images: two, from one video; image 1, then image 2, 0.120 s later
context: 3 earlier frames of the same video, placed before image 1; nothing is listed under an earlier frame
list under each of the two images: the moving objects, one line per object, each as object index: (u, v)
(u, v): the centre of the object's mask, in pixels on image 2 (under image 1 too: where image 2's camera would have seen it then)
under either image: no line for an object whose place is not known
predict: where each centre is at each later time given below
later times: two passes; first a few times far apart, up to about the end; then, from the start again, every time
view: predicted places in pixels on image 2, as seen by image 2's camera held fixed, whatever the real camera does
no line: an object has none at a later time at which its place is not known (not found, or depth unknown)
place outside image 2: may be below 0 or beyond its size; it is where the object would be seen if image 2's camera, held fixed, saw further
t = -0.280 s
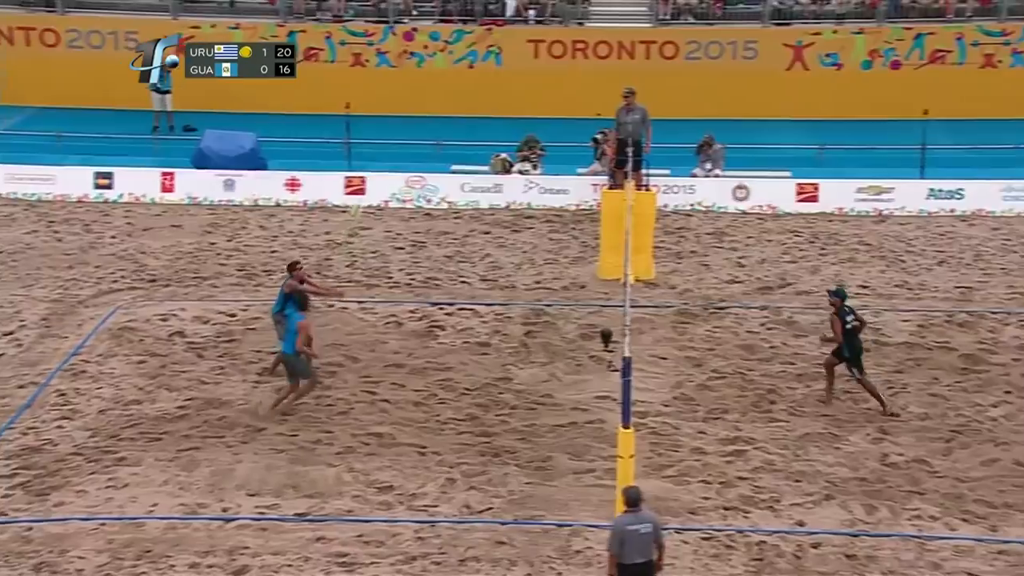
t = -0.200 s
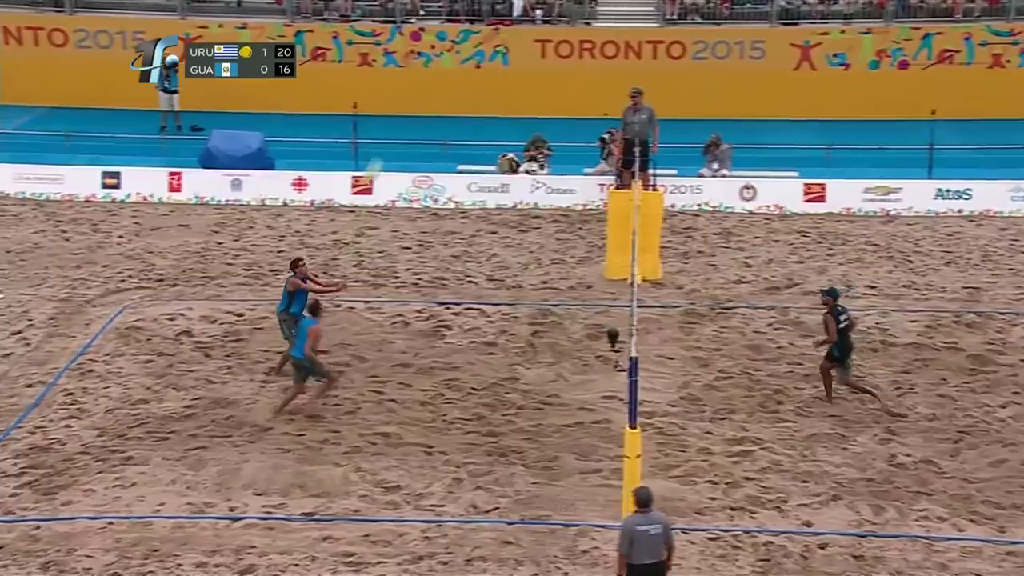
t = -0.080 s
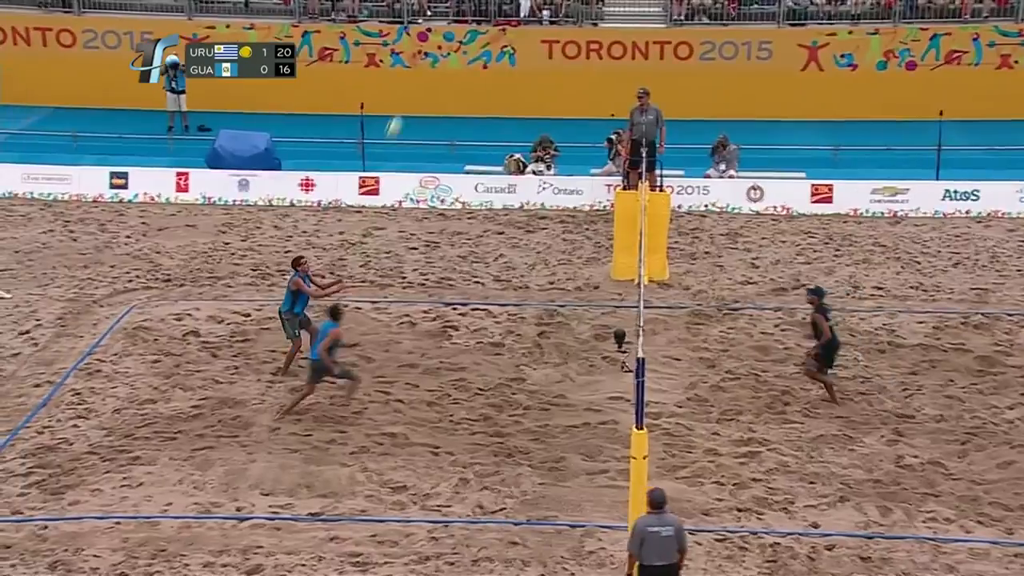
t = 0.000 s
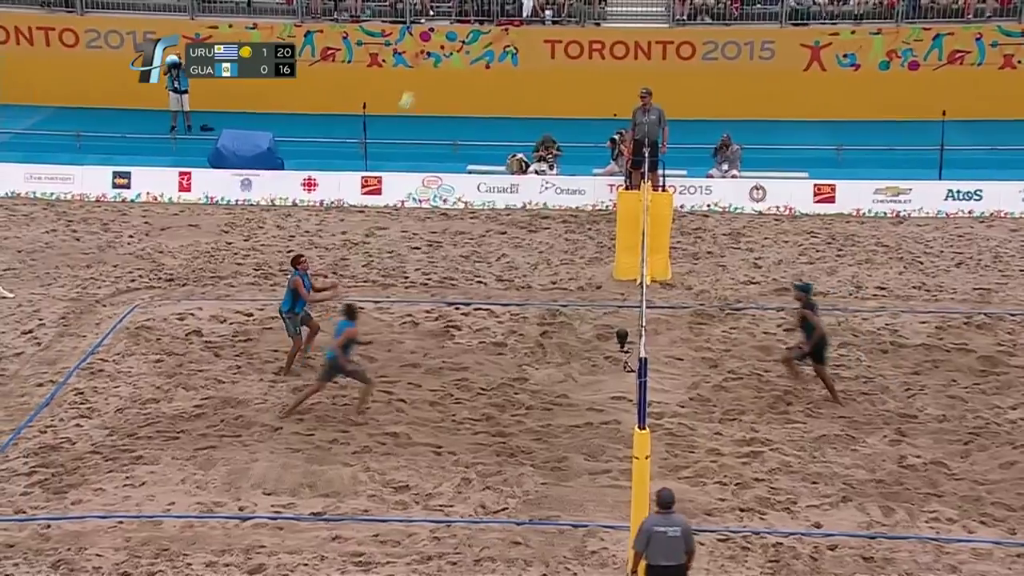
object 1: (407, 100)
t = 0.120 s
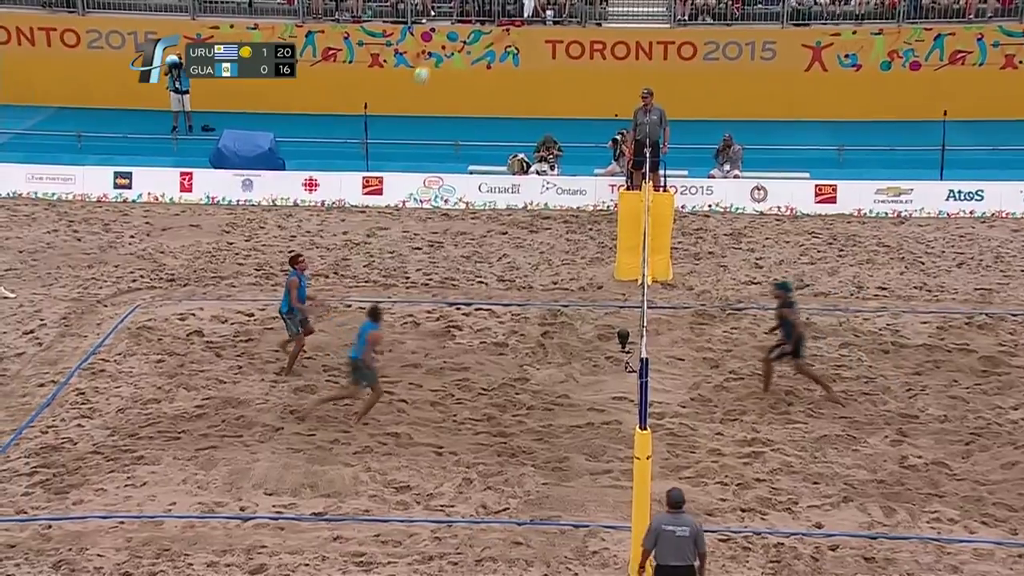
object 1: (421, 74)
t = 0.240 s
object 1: (435, 57)
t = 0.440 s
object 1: (459, 50)
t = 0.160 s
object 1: (426, 67)
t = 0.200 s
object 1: (430, 61)
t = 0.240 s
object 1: (435, 57)
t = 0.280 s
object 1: (439, 52)
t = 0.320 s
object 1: (445, 50)
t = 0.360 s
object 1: (449, 49)
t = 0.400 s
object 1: (455, 48)
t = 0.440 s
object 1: (459, 50)
